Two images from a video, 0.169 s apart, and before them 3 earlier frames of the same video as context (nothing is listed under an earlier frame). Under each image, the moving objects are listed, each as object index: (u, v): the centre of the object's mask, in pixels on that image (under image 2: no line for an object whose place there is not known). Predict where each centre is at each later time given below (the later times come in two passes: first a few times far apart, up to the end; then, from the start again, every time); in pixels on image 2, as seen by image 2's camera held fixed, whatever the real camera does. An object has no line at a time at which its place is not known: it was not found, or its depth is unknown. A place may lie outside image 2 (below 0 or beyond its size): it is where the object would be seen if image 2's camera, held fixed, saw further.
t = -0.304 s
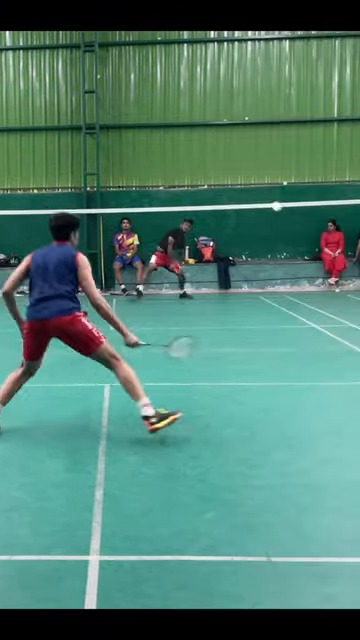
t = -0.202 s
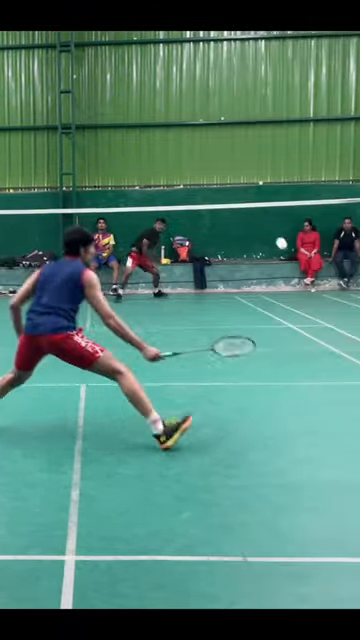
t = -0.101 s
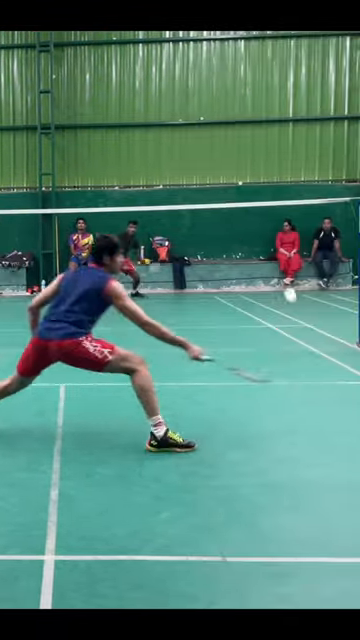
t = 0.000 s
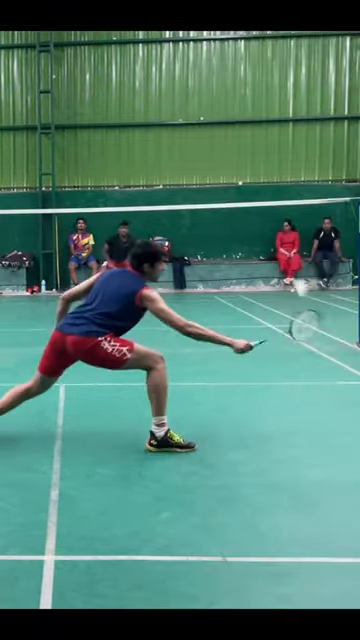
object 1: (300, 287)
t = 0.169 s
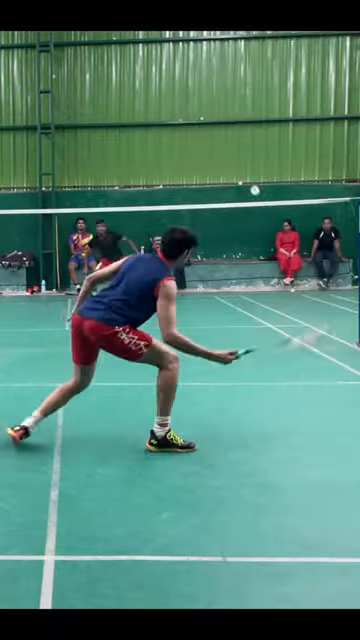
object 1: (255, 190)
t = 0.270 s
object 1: (243, 173)
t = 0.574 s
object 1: (226, 188)
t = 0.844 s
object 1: (219, 245)
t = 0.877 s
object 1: (219, 255)
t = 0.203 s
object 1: (250, 182)
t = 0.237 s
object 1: (247, 177)
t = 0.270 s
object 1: (243, 173)
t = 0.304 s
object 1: (241, 171)
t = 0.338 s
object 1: (238, 170)
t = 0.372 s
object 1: (236, 170)
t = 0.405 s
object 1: (234, 171)
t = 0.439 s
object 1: (232, 173)
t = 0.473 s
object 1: (230, 176)
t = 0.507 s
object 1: (229, 180)
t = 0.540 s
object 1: (227, 184)
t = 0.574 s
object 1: (226, 188)
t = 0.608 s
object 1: (225, 194)
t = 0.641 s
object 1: (223, 200)
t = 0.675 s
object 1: (223, 209)
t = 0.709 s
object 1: (222, 214)
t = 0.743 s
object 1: (221, 221)
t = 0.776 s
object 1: (220, 229)
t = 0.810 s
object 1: (220, 237)
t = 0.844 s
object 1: (219, 245)
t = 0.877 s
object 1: (219, 255)
